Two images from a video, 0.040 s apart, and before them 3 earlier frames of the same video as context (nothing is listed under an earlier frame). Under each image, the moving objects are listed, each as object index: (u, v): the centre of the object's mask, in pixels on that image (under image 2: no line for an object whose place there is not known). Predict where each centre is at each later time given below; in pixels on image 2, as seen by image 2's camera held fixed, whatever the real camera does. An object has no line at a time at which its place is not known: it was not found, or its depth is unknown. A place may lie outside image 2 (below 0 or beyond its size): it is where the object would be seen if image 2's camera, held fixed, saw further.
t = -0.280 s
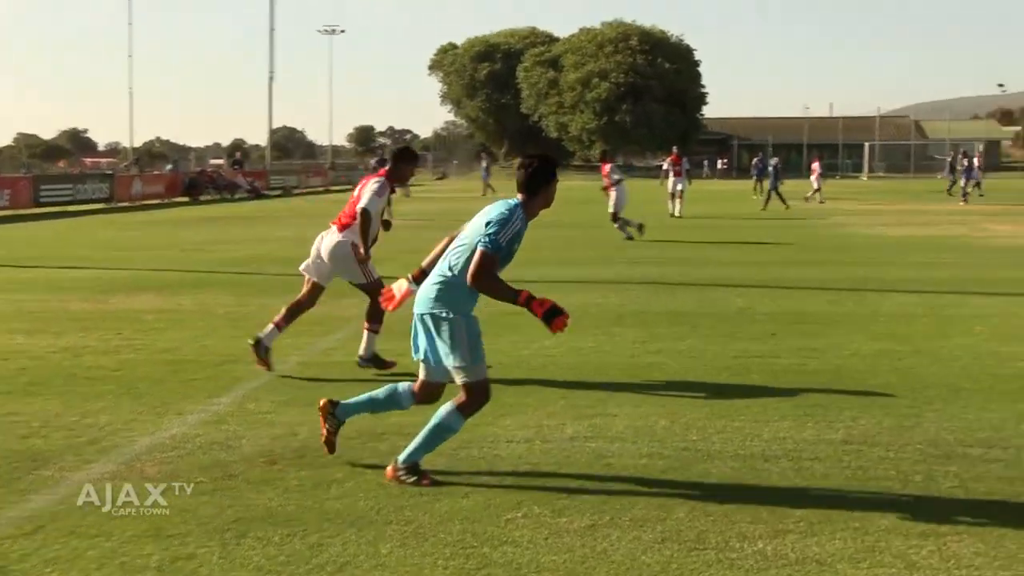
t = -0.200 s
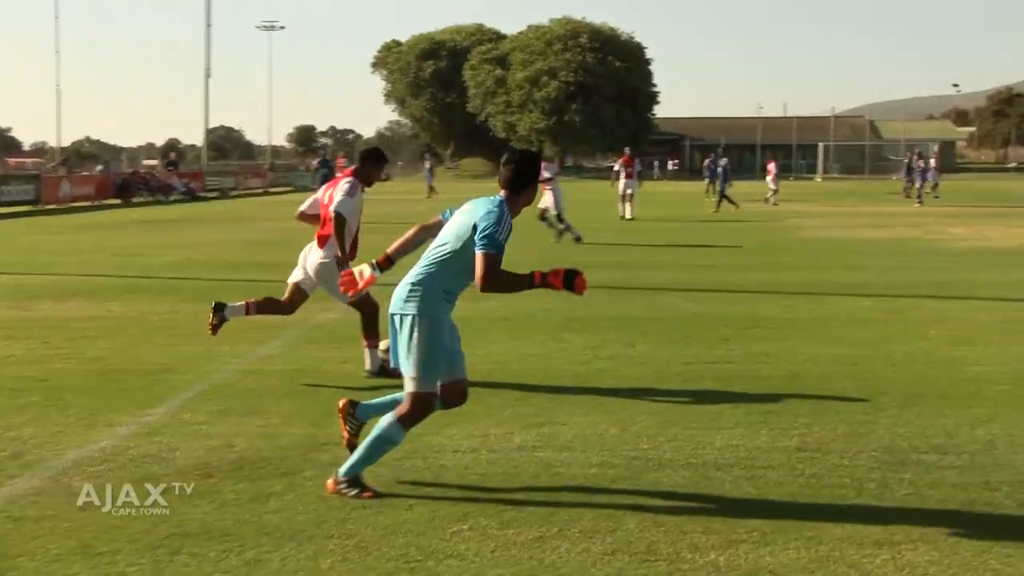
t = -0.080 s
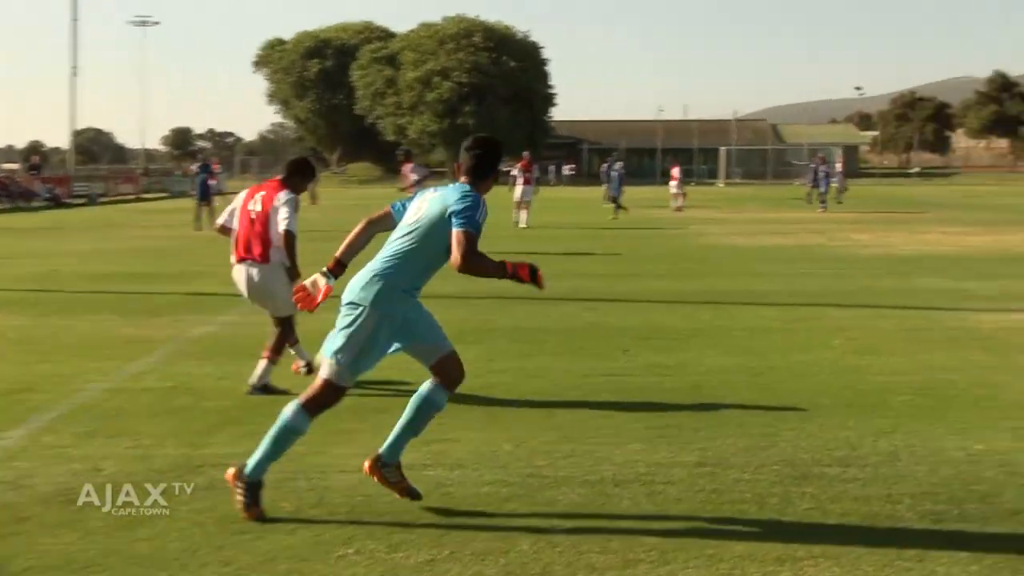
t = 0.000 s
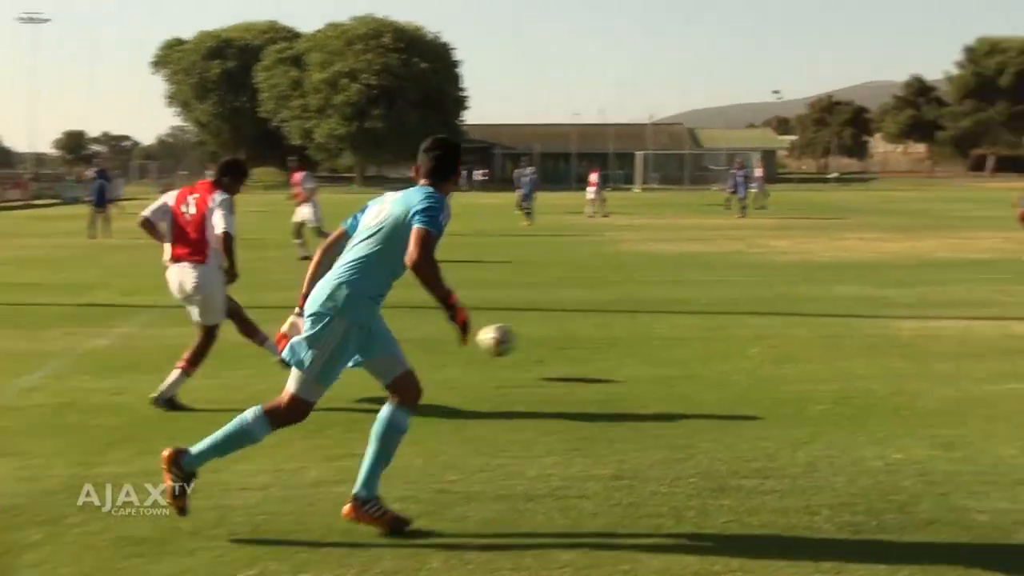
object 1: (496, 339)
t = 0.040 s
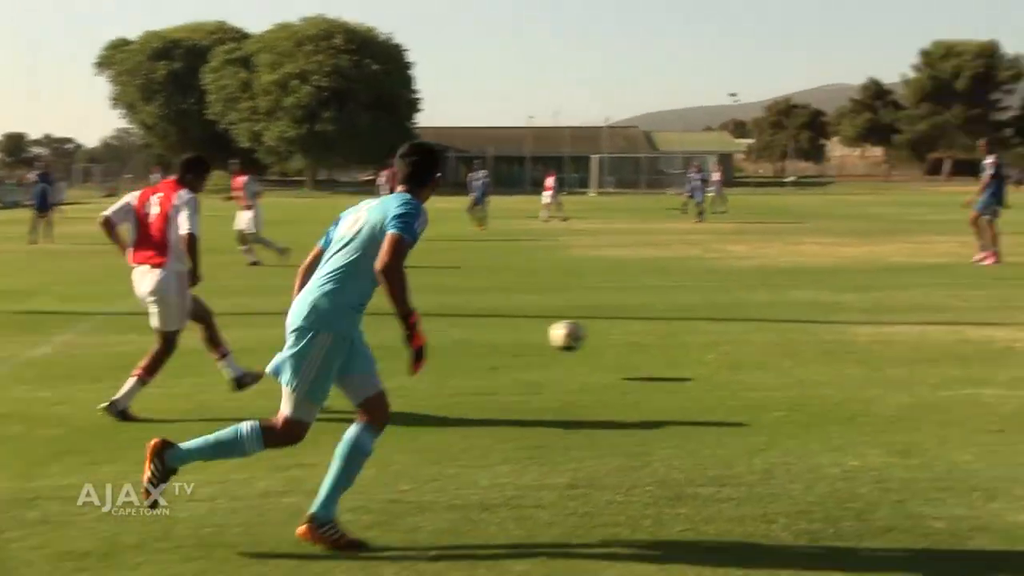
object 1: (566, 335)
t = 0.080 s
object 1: (675, 330)
